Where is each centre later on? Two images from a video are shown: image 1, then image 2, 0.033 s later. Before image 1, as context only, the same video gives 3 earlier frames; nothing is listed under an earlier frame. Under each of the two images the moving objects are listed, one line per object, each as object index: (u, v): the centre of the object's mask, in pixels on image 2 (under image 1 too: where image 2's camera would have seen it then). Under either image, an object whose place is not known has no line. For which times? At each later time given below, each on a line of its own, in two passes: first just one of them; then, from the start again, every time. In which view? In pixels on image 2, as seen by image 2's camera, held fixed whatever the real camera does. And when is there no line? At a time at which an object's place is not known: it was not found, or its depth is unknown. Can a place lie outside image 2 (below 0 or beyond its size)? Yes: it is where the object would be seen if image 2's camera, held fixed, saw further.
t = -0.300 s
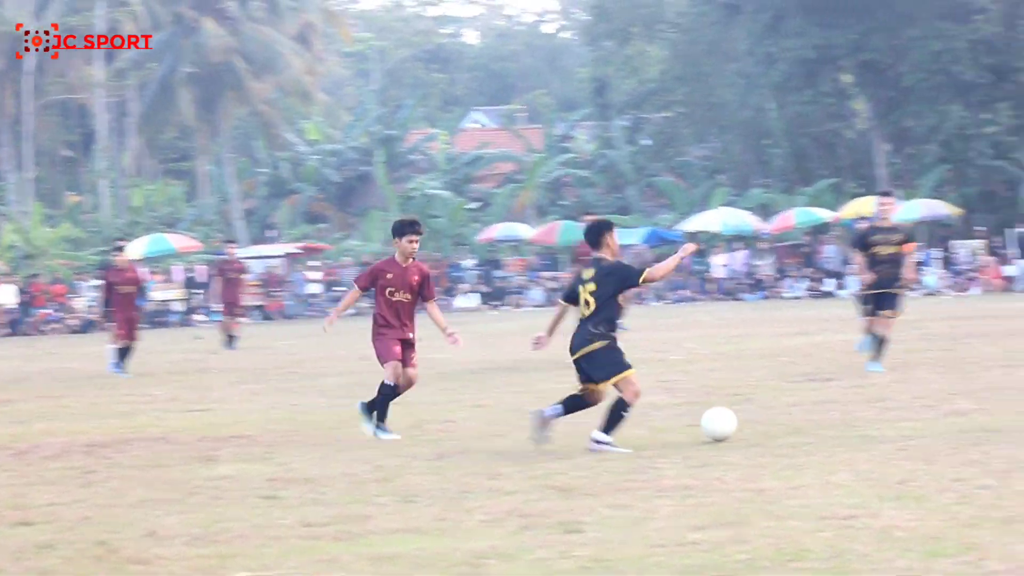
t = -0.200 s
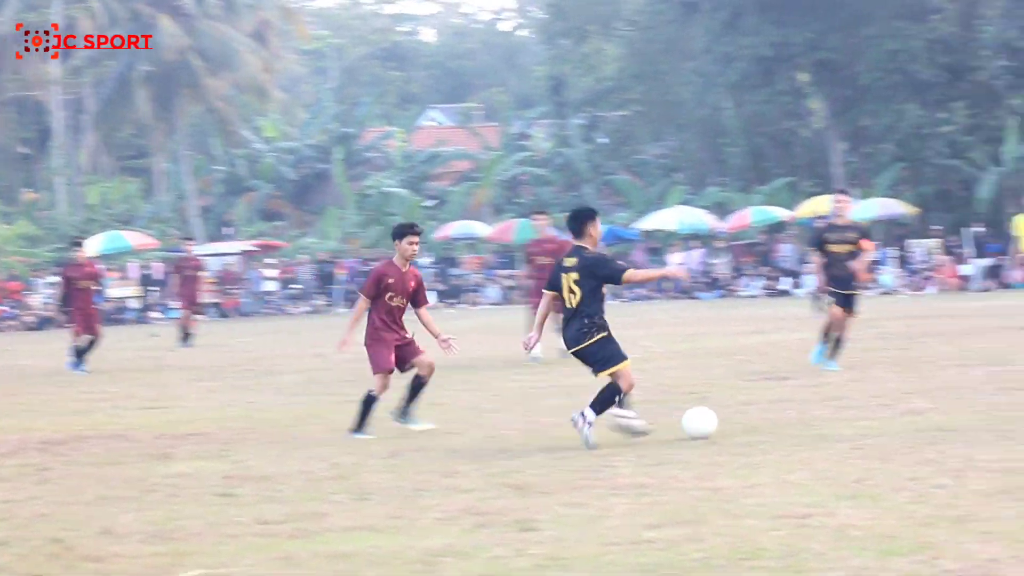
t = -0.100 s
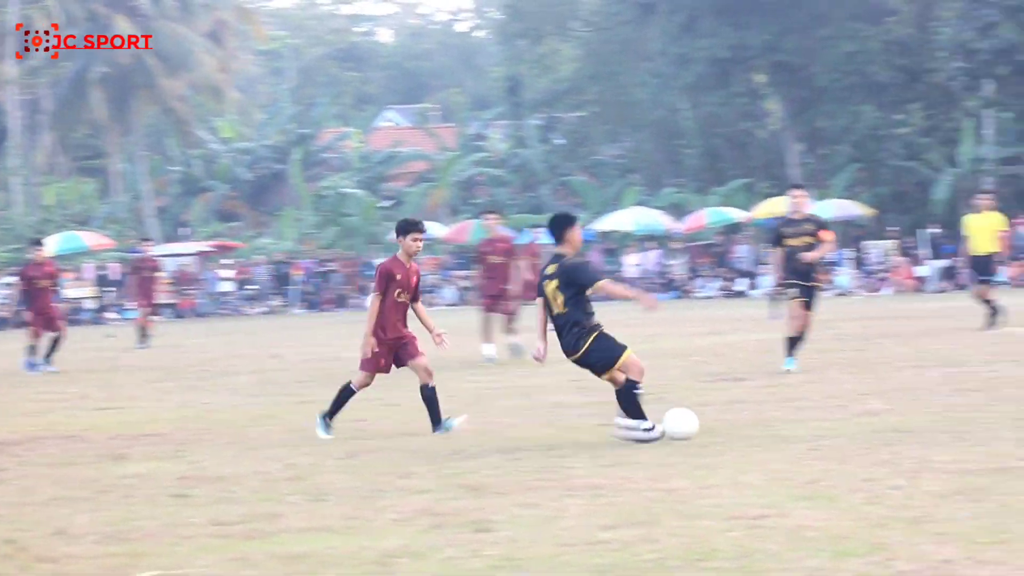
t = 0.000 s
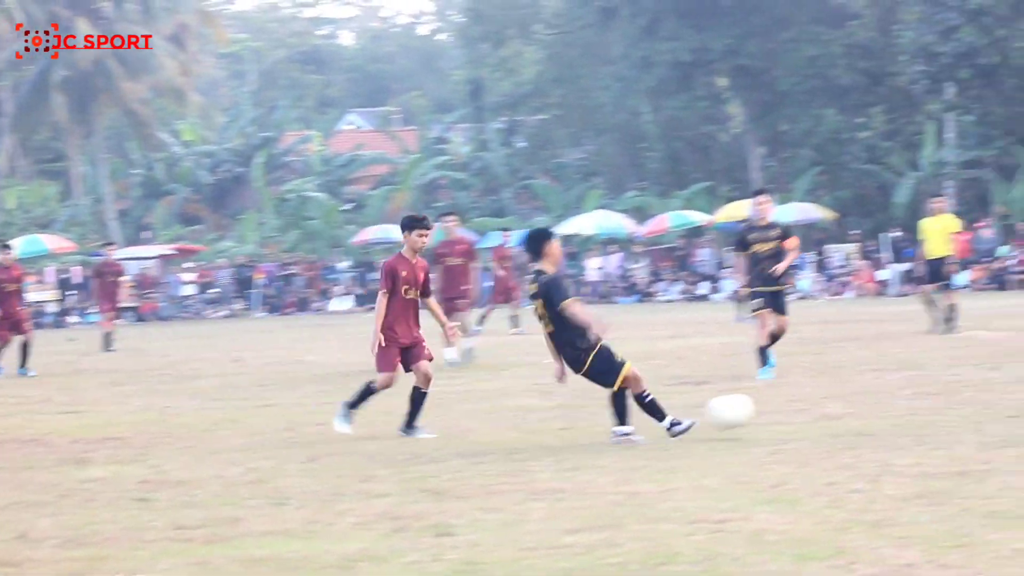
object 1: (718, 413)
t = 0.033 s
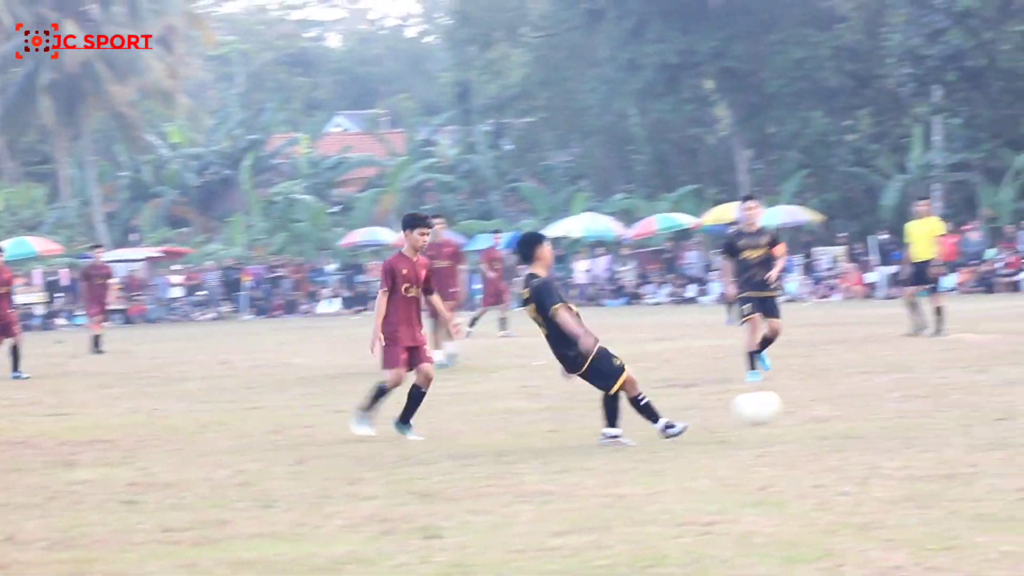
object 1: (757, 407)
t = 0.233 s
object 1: (973, 402)
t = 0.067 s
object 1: (794, 403)
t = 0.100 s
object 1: (831, 401)
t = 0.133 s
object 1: (869, 400)
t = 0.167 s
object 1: (906, 402)
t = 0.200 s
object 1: (942, 404)
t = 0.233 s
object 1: (973, 402)
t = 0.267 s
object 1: (1001, 395)
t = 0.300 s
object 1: (1029, 390)
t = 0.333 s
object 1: (1056, 387)
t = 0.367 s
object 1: (1082, 385)
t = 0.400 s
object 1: (1108, 384)
